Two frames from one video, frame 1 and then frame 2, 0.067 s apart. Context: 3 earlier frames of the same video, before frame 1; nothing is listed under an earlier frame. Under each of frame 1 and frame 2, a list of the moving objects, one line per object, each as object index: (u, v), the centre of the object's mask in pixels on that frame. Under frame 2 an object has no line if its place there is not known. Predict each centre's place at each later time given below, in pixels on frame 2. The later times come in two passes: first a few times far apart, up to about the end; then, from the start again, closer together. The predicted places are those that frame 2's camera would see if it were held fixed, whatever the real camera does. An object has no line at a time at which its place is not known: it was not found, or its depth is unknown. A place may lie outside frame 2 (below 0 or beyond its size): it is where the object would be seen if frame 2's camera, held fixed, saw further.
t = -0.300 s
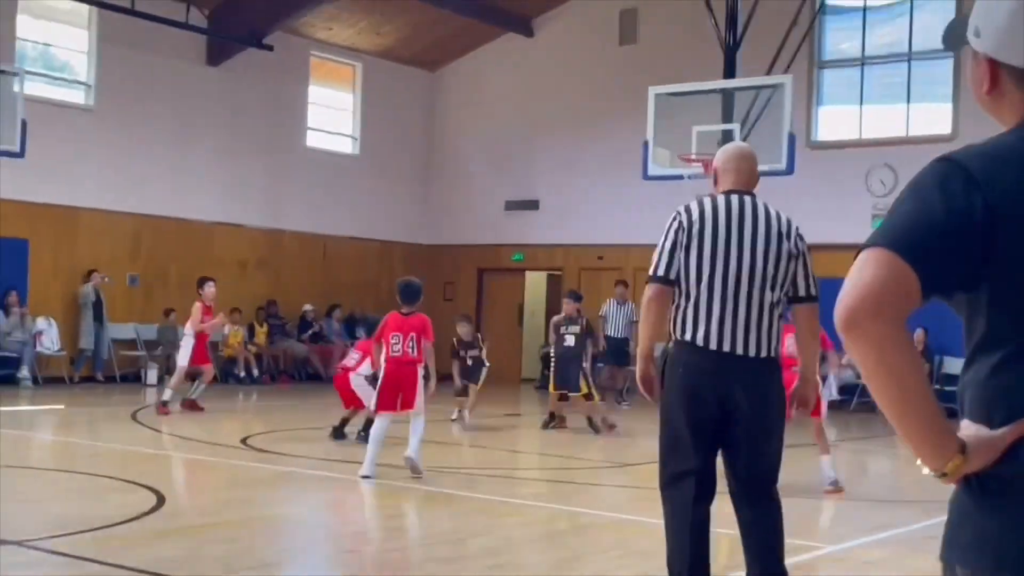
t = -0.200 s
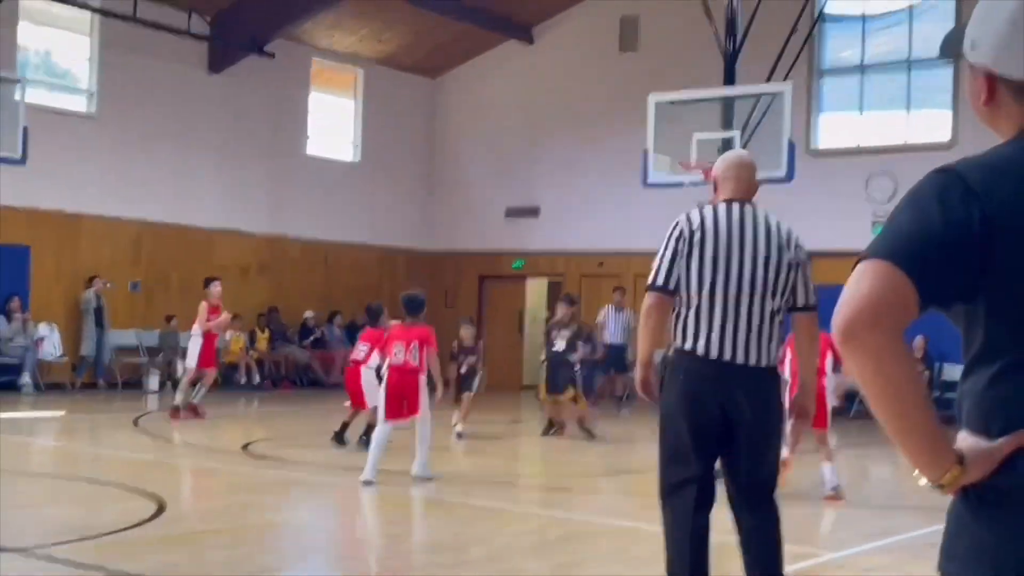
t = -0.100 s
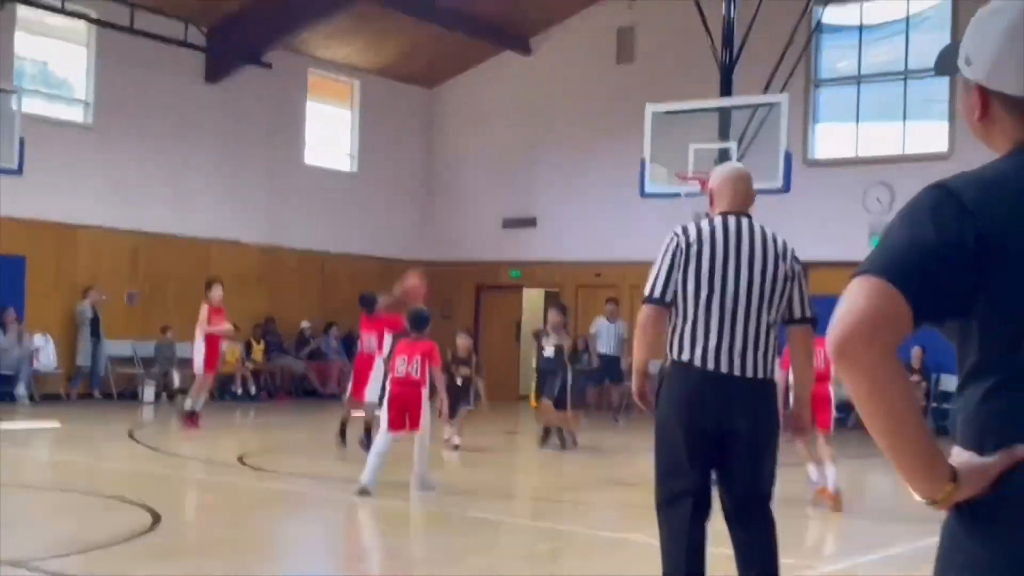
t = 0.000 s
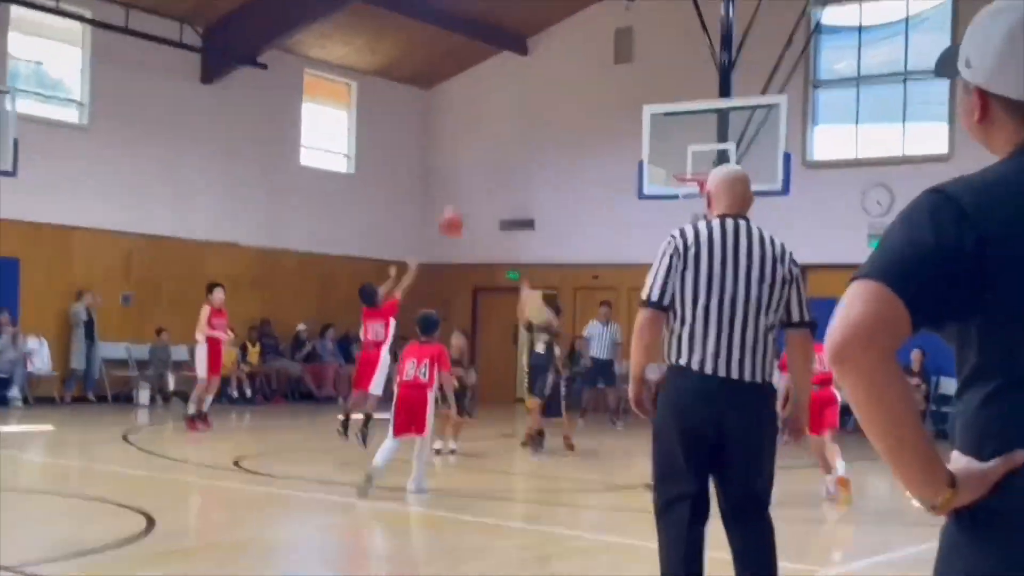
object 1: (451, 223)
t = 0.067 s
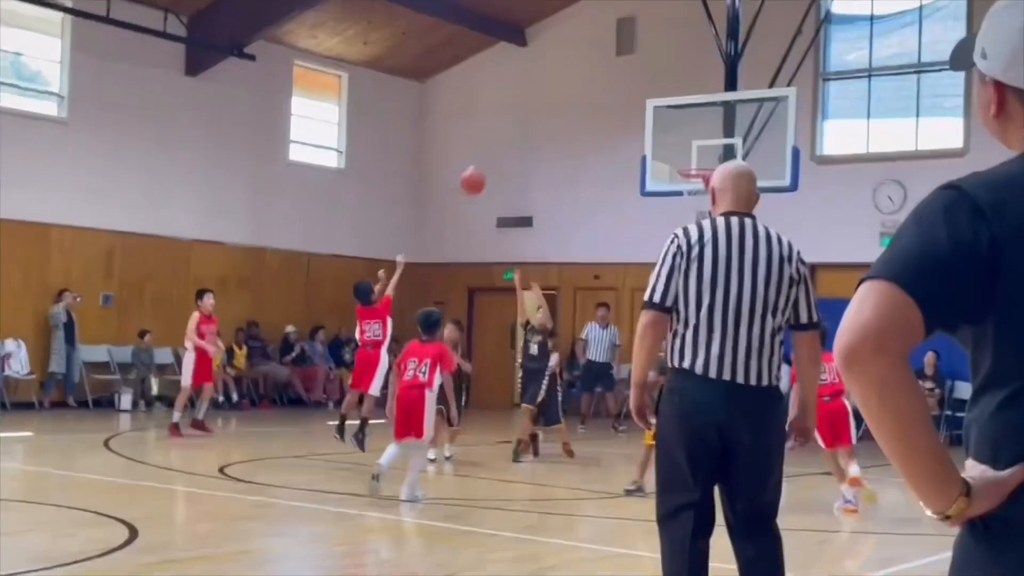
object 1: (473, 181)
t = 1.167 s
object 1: (720, 153)
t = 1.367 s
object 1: (718, 162)
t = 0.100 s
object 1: (486, 165)
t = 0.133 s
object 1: (498, 150)
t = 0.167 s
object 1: (510, 135)
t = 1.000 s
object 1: (726, 153)
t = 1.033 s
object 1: (723, 157)
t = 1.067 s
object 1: (721, 157)
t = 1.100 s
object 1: (721, 156)
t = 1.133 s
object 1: (720, 155)
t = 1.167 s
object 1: (720, 153)
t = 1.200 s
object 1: (720, 153)
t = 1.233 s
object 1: (720, 154)
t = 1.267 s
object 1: (720, 155)
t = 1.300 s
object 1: (719, 157)
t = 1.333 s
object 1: (719, 159)
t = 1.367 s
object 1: (718, 162)
